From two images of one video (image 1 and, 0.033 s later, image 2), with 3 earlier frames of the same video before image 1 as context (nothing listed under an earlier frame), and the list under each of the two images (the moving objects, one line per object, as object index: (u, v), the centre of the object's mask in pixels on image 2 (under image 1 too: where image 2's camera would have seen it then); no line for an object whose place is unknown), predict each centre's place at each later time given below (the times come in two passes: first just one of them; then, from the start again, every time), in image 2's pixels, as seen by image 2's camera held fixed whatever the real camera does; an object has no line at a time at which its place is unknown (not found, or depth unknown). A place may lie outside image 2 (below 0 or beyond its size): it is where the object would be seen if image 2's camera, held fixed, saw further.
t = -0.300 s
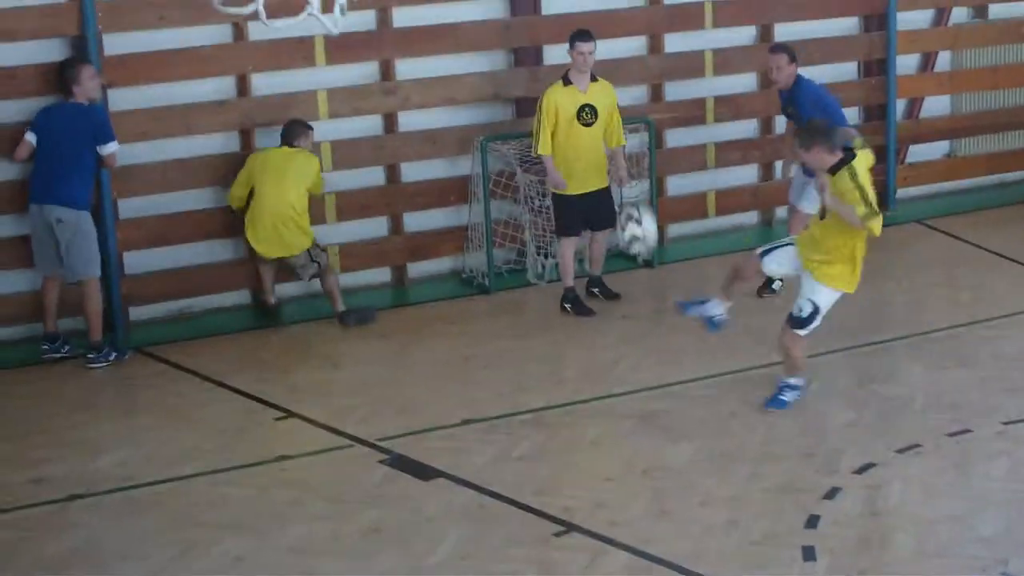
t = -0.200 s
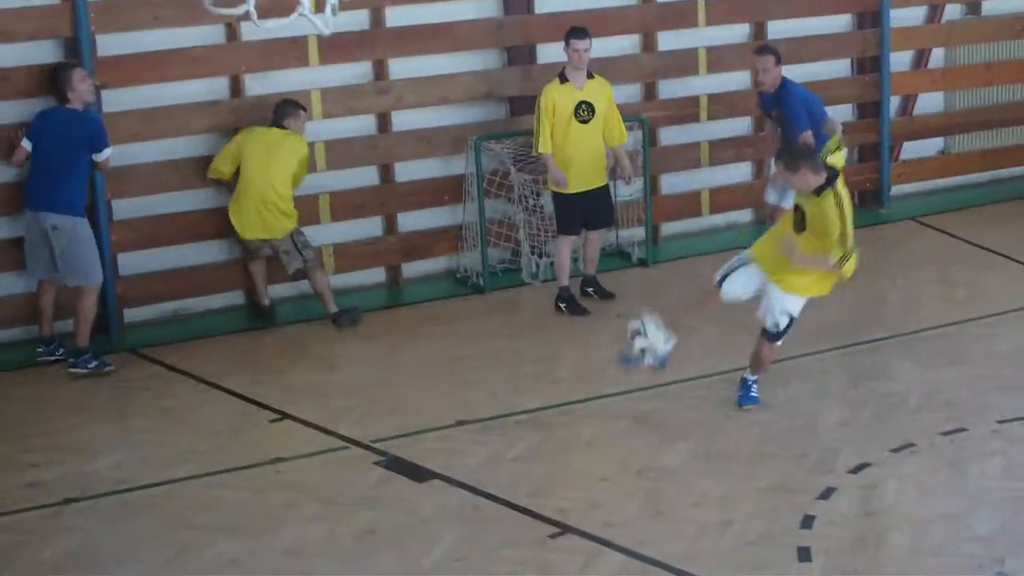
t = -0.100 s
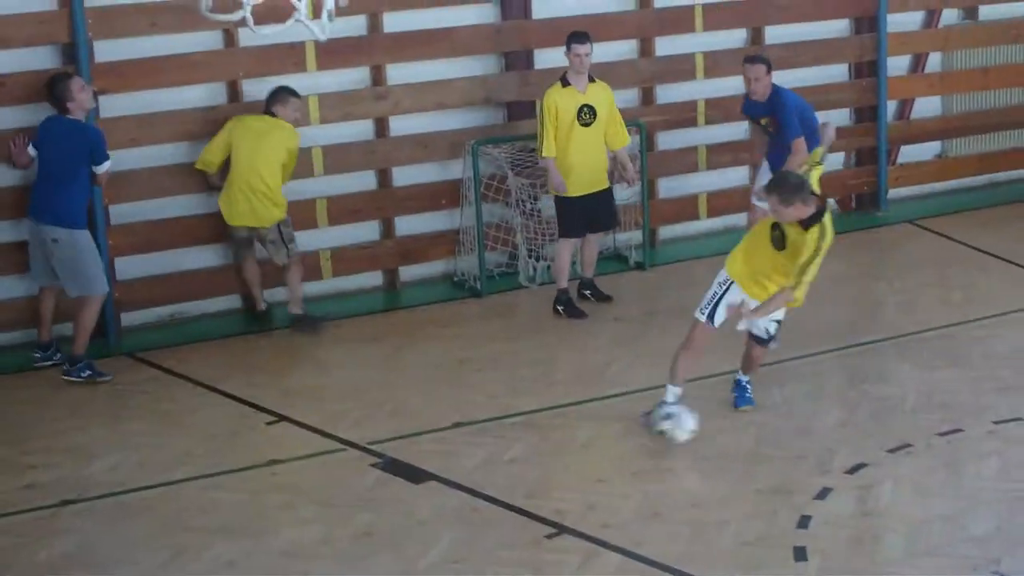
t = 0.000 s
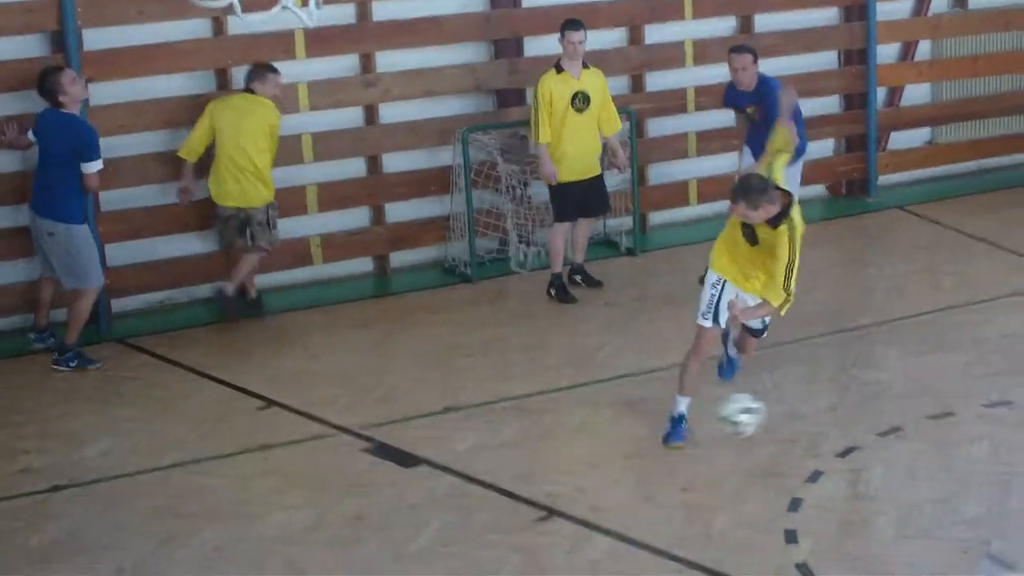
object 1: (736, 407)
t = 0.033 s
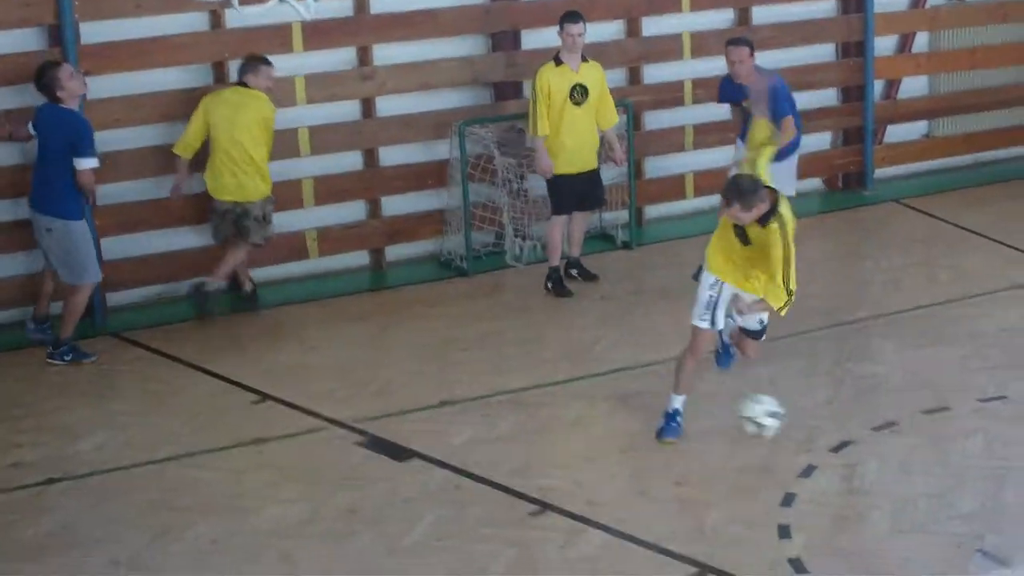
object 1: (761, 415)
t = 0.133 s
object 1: (850, 453)
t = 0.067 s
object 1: (790, 424)
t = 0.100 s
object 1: (822, 436)
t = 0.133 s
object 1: (850, 453)
